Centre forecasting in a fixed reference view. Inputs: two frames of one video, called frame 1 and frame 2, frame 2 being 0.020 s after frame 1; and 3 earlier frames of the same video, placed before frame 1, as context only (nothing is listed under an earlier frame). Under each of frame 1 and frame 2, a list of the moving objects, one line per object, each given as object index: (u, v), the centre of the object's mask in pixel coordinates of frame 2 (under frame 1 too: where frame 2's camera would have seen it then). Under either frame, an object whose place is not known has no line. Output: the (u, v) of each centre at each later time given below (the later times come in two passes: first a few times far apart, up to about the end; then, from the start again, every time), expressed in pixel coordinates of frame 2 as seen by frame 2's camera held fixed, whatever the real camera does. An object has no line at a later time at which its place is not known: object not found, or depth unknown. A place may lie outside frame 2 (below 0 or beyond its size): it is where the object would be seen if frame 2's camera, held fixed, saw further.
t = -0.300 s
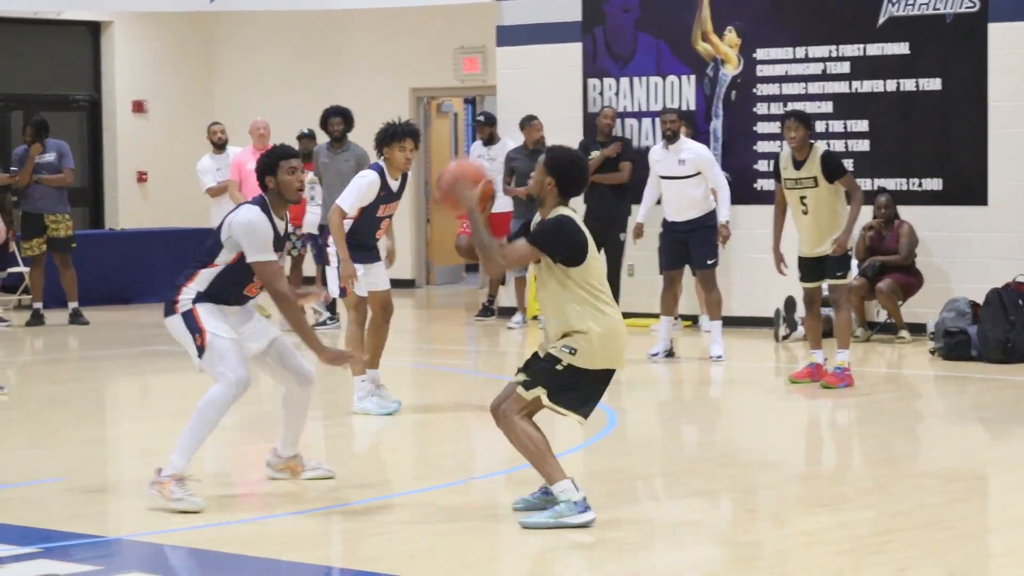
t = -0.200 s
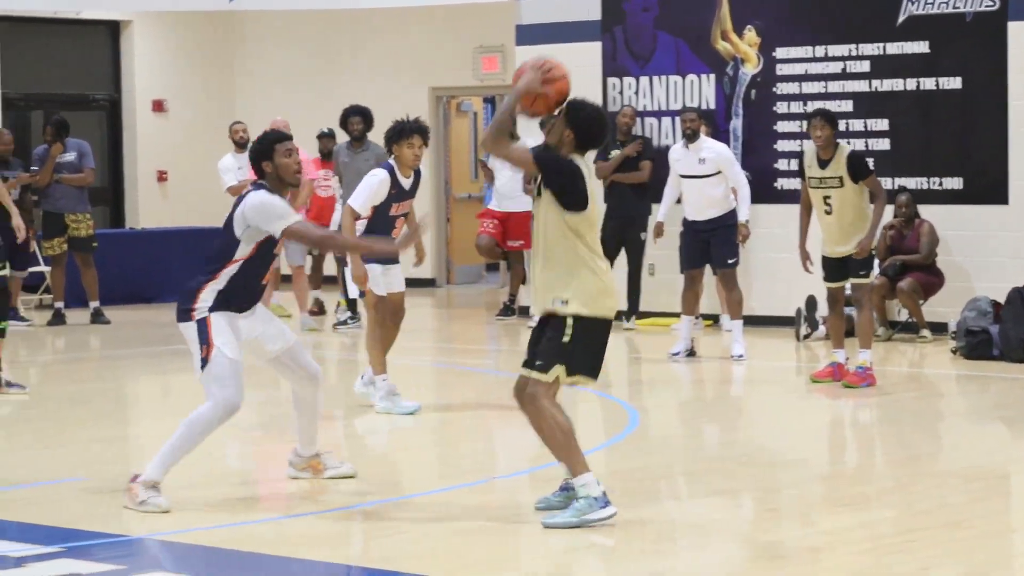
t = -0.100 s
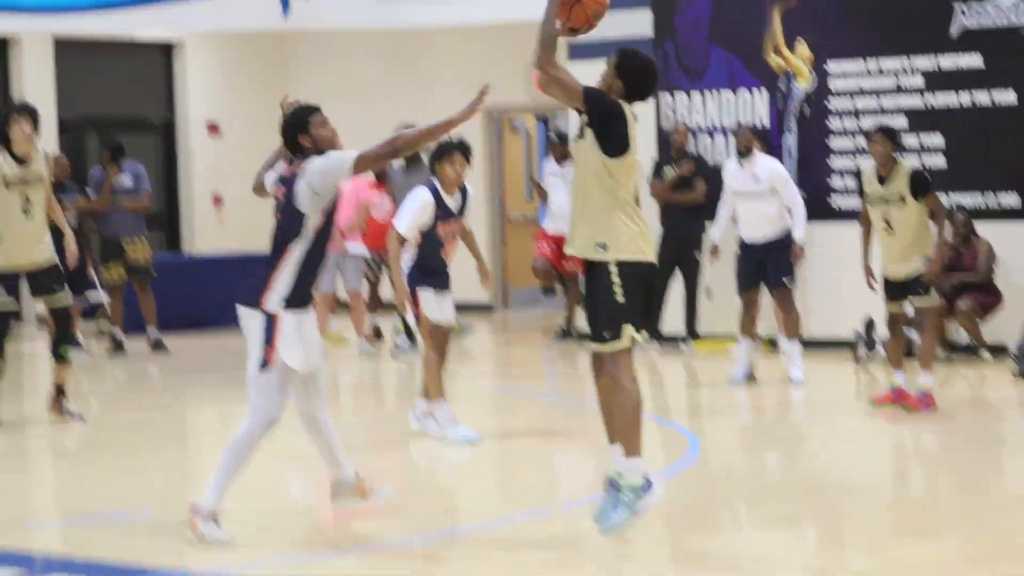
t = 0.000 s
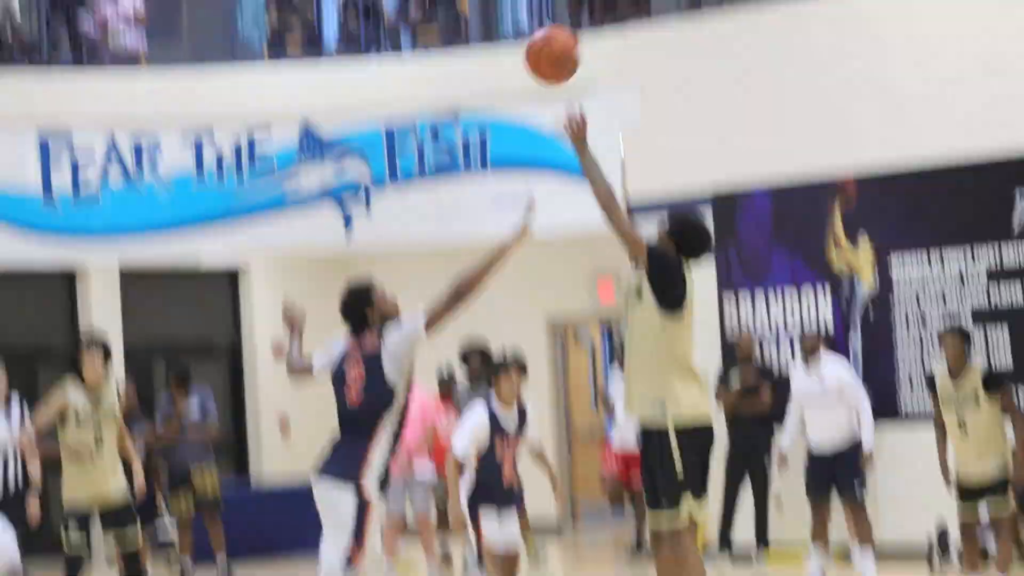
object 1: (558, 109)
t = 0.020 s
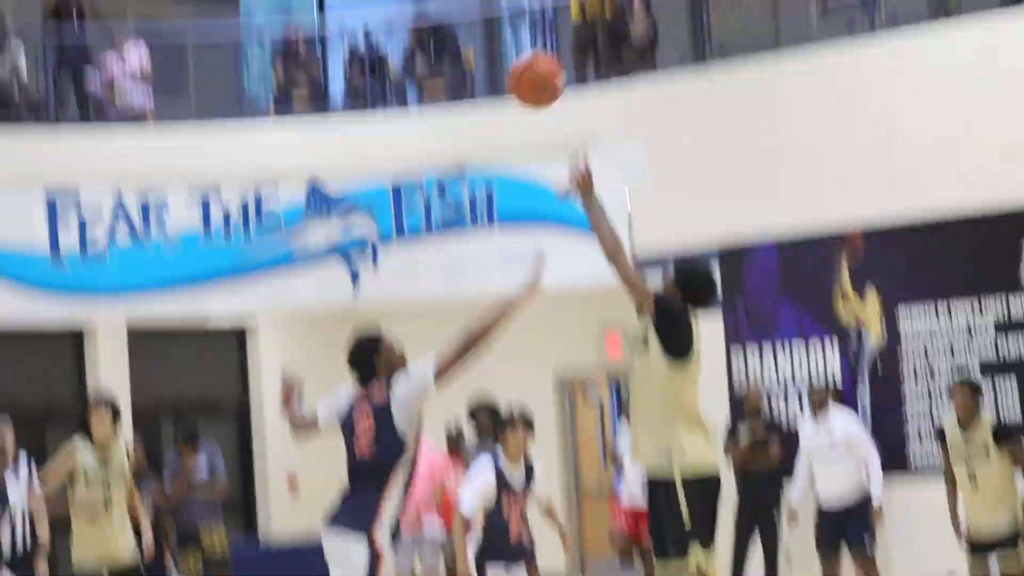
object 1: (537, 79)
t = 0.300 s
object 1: (258, -193)
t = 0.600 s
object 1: (-1, -265)
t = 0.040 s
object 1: (513, 52)
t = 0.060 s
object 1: (492, 30)
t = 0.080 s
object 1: (473, 1)
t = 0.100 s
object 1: (453, -24)
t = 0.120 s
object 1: (432, -47)
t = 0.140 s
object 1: (412, -68)
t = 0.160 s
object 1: (393, -87)
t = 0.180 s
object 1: (373, -104)
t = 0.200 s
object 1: (353, -122)
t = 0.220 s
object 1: (334, -138)
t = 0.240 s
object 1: (314, -154)
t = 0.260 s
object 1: (295, -168)
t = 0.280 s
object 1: (276, -181)
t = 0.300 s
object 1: (258, -193)
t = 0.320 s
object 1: (239, -204)
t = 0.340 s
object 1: (220, -215)
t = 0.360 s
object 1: (202, -224)
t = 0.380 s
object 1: (184, -232)
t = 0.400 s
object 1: (166, -239)
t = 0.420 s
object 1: (148, -246)
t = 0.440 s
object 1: (131, -252)
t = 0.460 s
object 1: (113, -258)
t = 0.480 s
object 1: (97, -262)
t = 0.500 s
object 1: (80, -264)
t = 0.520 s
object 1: (63, -265)
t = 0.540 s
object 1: (47, -266)
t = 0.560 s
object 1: (31, -267)
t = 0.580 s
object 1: (14, -266)
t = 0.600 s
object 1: (-1, -265)
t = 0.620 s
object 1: (-17, -262)
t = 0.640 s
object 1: (-33, -258)
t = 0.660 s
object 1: (-48, -253)
